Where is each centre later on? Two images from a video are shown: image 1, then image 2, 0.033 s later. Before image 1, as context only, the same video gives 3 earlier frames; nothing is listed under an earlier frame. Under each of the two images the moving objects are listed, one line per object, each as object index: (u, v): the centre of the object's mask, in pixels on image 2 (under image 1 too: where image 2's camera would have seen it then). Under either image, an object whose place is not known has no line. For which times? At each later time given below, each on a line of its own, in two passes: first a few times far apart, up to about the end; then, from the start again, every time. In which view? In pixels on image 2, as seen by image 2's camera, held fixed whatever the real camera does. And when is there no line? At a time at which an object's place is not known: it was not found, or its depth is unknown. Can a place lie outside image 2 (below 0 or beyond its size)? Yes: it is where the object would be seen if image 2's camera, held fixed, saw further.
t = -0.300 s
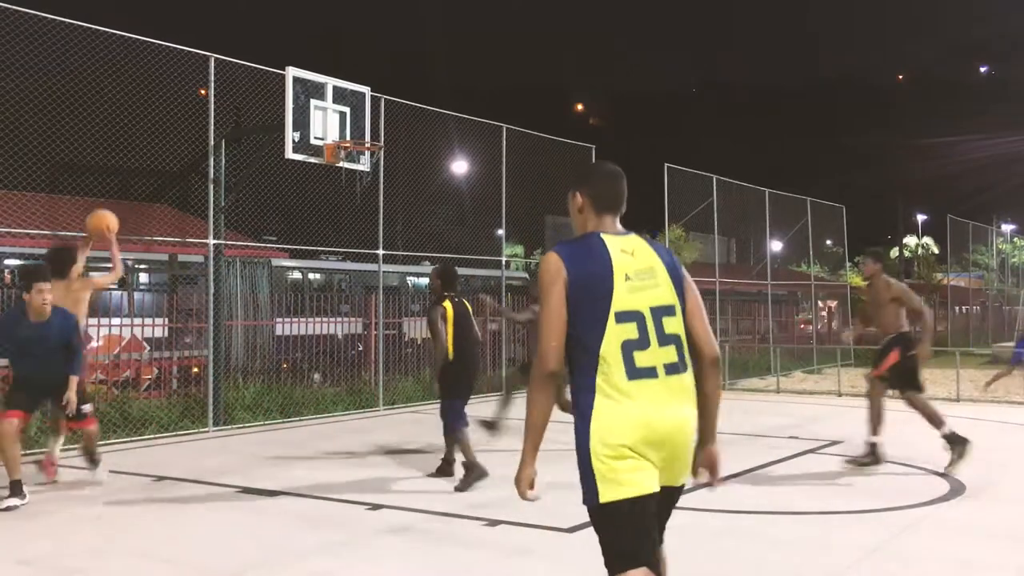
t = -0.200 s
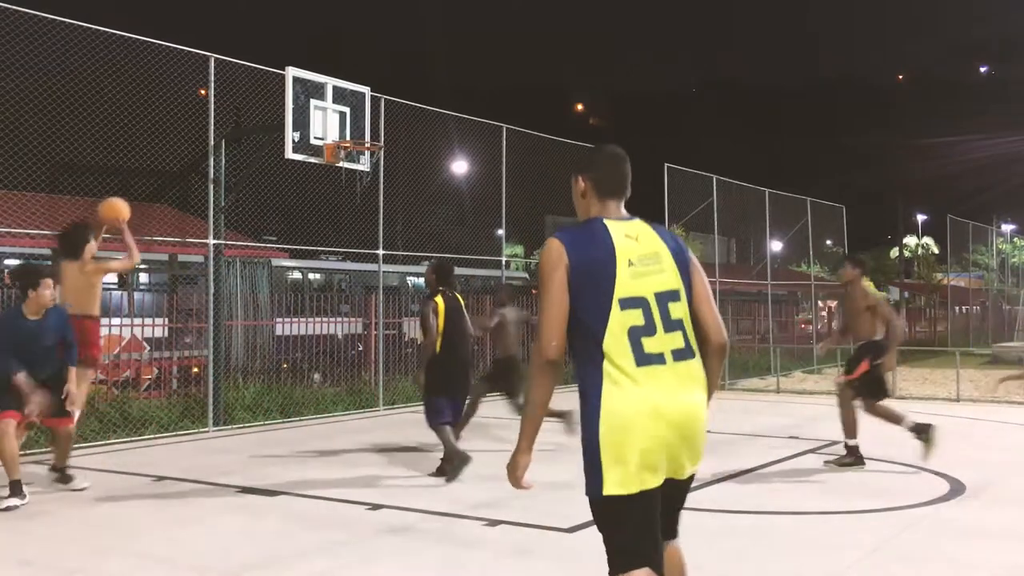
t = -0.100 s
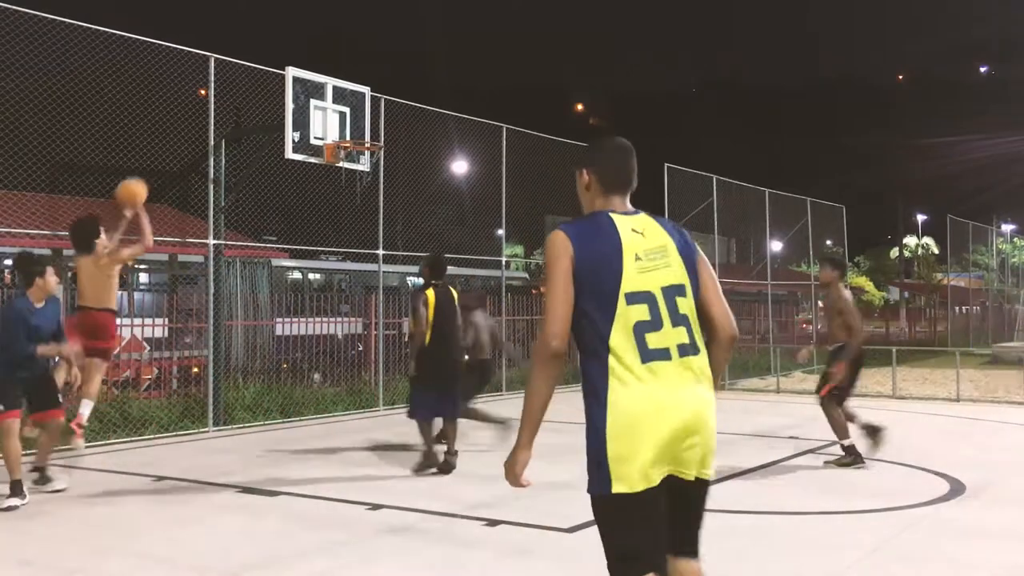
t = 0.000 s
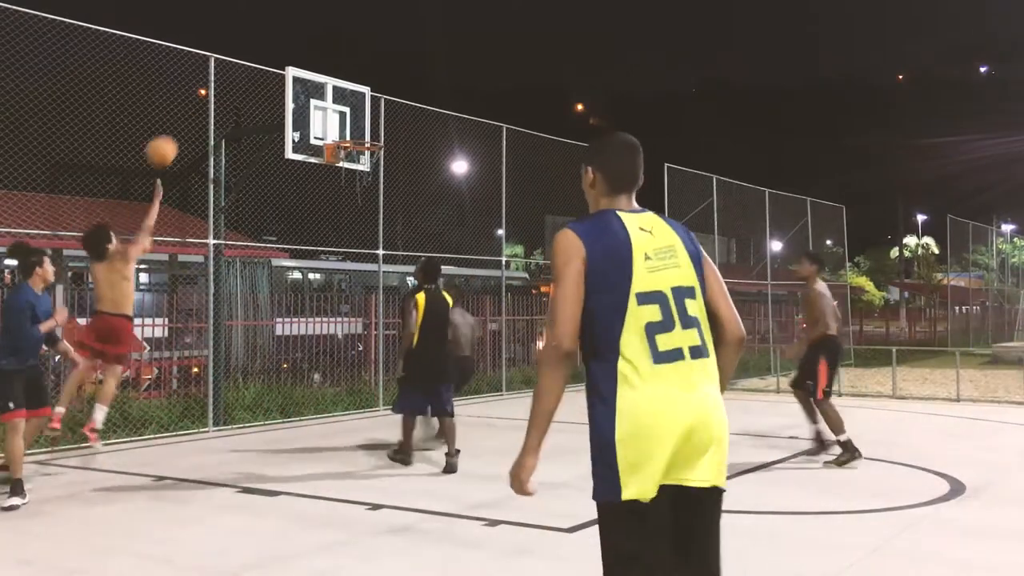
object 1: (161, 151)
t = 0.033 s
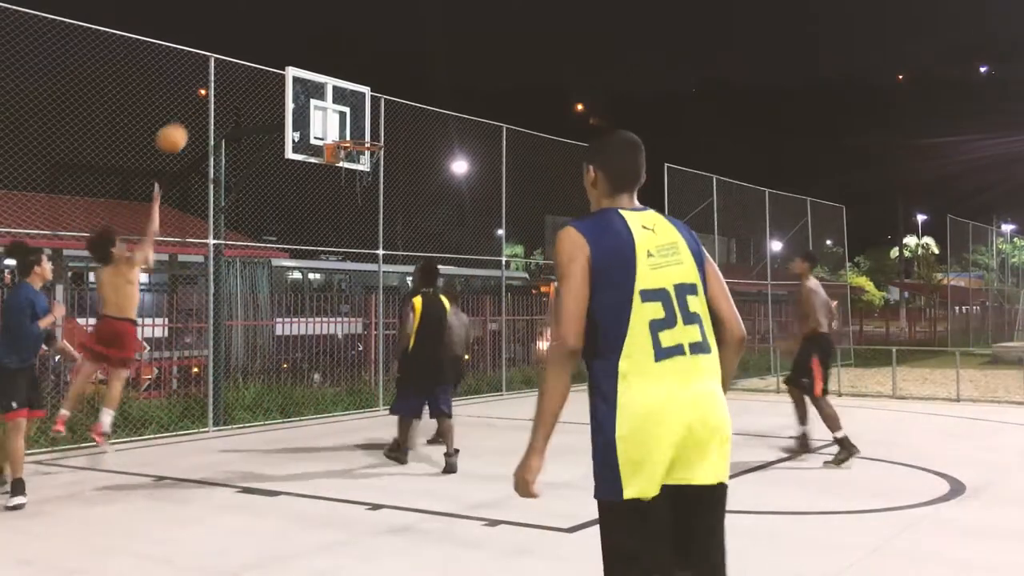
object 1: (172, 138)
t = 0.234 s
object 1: (232, 94)
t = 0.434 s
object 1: (285, 96)
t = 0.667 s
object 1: (332, 146)
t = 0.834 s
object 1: (303, 195)
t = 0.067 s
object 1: (182, 128)
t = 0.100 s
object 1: (193, 119)
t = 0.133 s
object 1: (203, 111)
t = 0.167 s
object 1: (213, 103)
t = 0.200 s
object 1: (223, 98)
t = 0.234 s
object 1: (232, 94)
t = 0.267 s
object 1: (241, 91)
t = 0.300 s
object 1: (251, 90)
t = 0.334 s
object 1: (260, 90)
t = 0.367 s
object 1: (268, 91)
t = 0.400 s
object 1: (276, 92)
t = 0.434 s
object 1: (285, 96)
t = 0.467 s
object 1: (294, 101)
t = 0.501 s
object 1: (301, 106)
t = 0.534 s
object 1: (307, 112)
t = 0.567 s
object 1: (315, 120)
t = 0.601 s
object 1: (322, 128)
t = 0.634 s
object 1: (330, 141)
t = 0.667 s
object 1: (332, 146)
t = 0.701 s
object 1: (327, 153)
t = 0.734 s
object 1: (320, 161)
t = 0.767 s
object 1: (314, 172)
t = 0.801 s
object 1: (308, 183)
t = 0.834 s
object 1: (303, 195)
